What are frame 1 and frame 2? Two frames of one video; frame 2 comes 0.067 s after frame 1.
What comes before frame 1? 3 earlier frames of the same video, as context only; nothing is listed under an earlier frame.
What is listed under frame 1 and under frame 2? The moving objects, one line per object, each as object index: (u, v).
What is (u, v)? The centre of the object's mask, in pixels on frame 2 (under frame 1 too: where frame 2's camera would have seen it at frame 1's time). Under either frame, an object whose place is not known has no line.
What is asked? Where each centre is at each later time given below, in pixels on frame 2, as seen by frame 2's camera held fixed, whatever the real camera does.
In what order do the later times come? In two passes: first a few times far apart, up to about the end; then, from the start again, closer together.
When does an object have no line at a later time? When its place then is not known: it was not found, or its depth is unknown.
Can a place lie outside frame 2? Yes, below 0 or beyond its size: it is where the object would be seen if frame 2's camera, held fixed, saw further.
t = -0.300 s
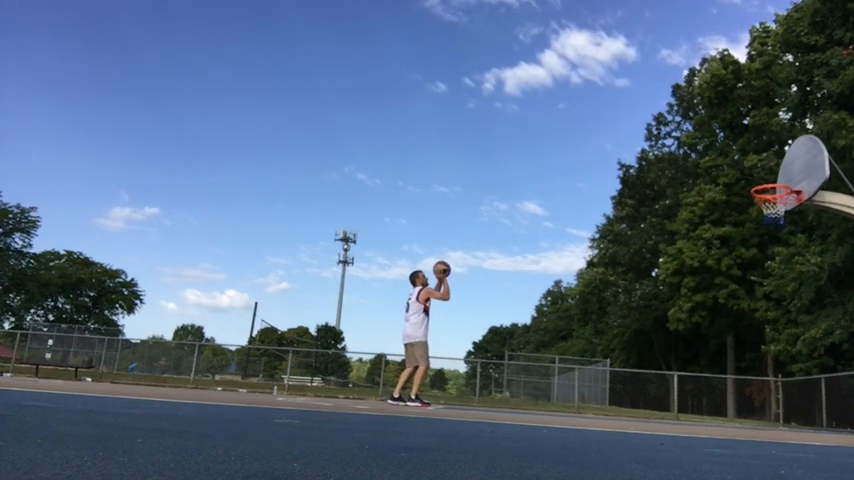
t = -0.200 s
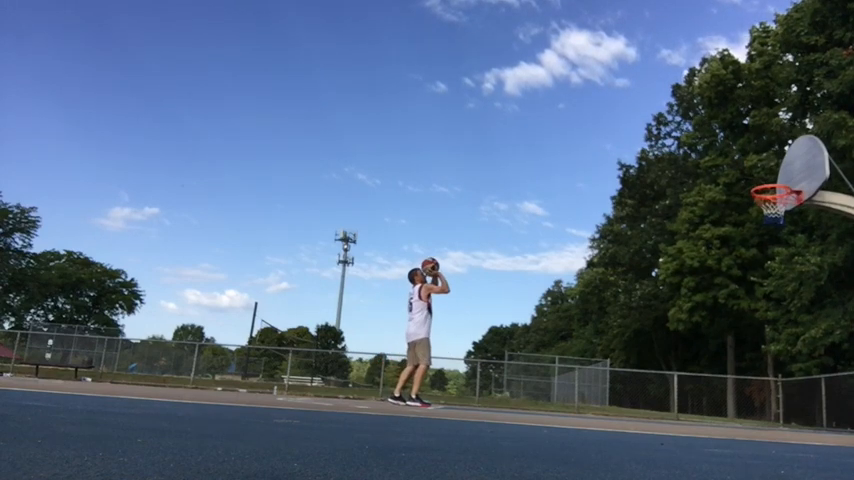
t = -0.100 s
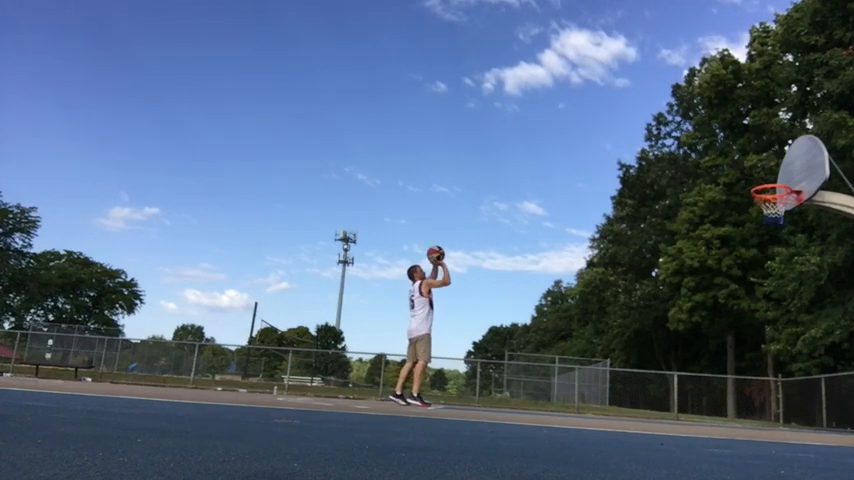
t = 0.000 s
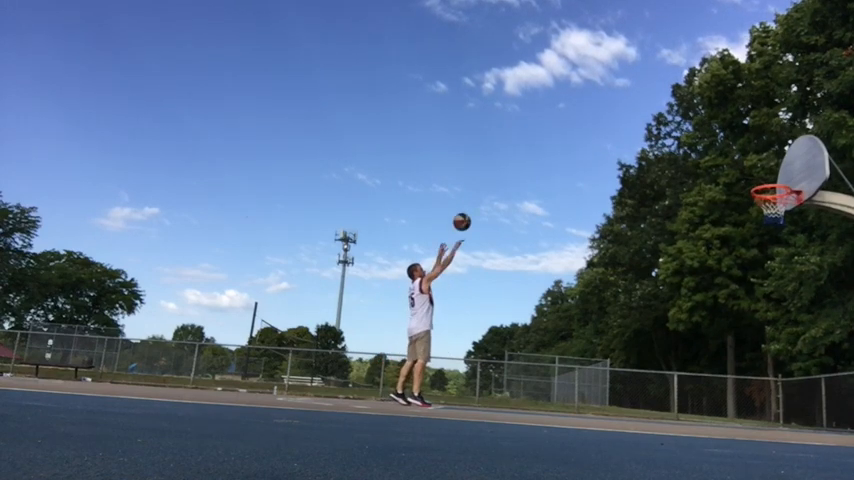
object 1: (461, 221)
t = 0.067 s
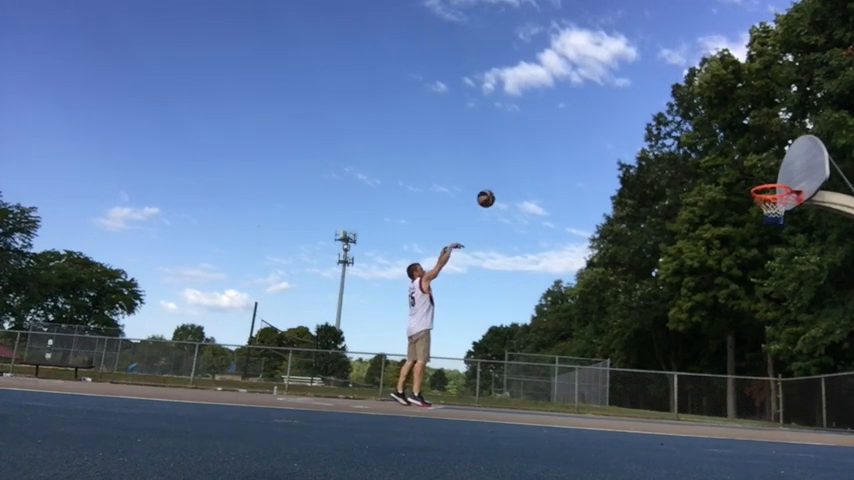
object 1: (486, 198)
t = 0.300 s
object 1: (566, 143)
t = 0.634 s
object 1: (675, 132)
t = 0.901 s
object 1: (763, 177)
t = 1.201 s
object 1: (778, 168)
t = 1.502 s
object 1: (753, 176)
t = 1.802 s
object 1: (742, 185)
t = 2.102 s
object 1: (723, 226)
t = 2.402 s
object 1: (705, 331)
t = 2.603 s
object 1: (694, 402)
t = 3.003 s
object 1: (670, 302)
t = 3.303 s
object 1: (652, 305)
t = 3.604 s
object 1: (636, 371)
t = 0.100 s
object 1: (497, 188)
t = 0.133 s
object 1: (509, 178)
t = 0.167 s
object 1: (521, 170)
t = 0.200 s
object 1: (532, 162)
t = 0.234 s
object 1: (543, 155)
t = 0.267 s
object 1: (555, 149)
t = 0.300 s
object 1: (566, 143)
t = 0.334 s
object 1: (577, 139)
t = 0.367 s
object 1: (588, 135)
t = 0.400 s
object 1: (600, 132)
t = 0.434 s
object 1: (610, 130)
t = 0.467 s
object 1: (622, 128)
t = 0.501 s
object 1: (632, 127)
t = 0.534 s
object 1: (643, 127)
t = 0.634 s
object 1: (675, 132)
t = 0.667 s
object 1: (686, 134)
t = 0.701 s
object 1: (697, 137)
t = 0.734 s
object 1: (708, 142)
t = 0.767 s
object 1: (720, 148)
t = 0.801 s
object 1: (730, 154)
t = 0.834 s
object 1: (741, 161)
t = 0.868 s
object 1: (752, 170)
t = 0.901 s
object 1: (763, 177)
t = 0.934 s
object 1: (768, 174)
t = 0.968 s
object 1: (773, 172)
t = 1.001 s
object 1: (779, 171)
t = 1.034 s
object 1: (784, 170)
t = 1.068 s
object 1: (789, 170)
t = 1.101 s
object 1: (793, 170)
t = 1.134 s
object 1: (788, 169)
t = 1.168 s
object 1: (783, 168)
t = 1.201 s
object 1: (778, 168)
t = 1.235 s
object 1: (773, 169)
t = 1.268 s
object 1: (769, 170)
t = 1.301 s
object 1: (763, 172)
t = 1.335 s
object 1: (760, 176)
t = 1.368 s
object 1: (755, 179)
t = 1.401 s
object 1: (754, 178)
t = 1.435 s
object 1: (754, 177)
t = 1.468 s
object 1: (753, 176)
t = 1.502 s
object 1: (753, 176)
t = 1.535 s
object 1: (752, 176)
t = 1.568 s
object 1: (752, 177)
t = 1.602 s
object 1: (751, 179)
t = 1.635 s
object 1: (750, 181)
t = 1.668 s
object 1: (749, 181)
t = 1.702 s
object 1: (747, 182)
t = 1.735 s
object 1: (745, 182)
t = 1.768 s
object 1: (744, 184)
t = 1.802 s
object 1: (742, 185)
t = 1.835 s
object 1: (740, 187)
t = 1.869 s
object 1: (738, 189)
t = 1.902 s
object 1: (736, 192)
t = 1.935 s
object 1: (734, 196)
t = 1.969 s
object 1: (732, 200)
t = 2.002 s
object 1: (730, 206)
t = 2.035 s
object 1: (728, 212)
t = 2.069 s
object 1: (726, 218)
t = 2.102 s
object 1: (723, 226)
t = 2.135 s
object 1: (721, 234)
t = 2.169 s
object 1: (719, 243)
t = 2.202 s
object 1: (716, 254)
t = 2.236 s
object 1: (714, 264)
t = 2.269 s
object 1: (712, 275)
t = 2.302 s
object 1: (710, 288)
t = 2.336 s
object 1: (708, 301)
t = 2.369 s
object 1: (707, 316)
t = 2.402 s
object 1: (705, 331)
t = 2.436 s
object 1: (704, 347)
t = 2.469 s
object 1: (702, 364)
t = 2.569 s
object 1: (697, 416)
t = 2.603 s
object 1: (694, 402)
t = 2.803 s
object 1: (681, 337)
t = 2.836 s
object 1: (680, 328)
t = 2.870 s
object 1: (678, 322)
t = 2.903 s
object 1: (676, 315)
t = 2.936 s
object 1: (674, 310)
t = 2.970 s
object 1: (672, 305)
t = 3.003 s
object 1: (670, 302)
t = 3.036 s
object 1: (668, 299)
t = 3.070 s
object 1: (666, 297)
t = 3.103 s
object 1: (664, 296)
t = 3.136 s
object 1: (662, 295)
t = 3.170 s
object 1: (660, 296)
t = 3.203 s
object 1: (658, 297)
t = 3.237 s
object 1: (656, 299)
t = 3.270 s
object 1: (654, 302)
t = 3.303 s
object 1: (652, 305)
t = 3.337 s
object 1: (650, 309)
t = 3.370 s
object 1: (648, 314)
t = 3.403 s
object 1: (646, 320)
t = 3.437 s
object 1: (645, 326)
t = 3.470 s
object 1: (643, 334)
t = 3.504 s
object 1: (642, 343)
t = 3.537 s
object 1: (640, 351)
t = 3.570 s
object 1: (638, 360)
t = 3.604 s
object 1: (636, 371)
